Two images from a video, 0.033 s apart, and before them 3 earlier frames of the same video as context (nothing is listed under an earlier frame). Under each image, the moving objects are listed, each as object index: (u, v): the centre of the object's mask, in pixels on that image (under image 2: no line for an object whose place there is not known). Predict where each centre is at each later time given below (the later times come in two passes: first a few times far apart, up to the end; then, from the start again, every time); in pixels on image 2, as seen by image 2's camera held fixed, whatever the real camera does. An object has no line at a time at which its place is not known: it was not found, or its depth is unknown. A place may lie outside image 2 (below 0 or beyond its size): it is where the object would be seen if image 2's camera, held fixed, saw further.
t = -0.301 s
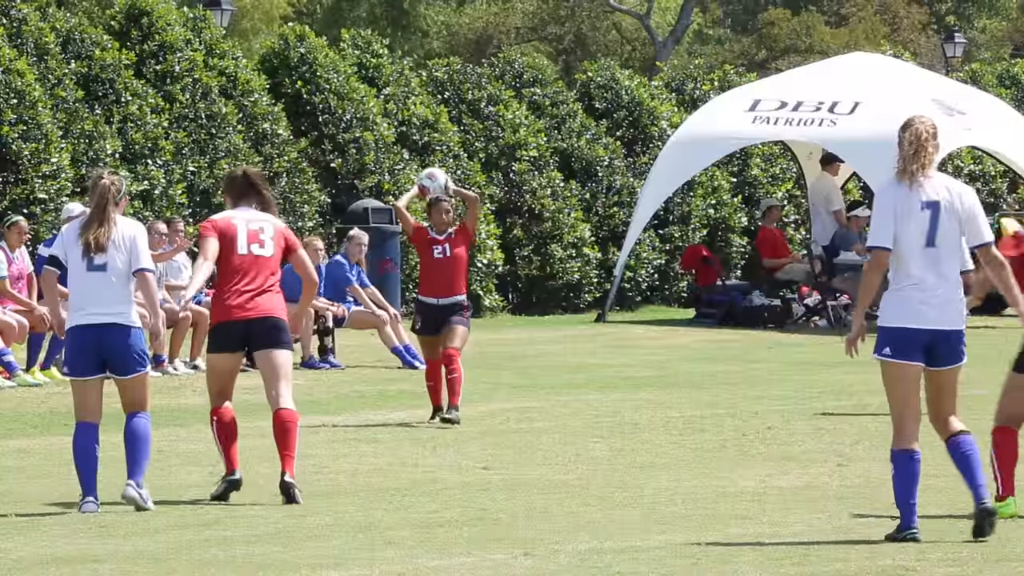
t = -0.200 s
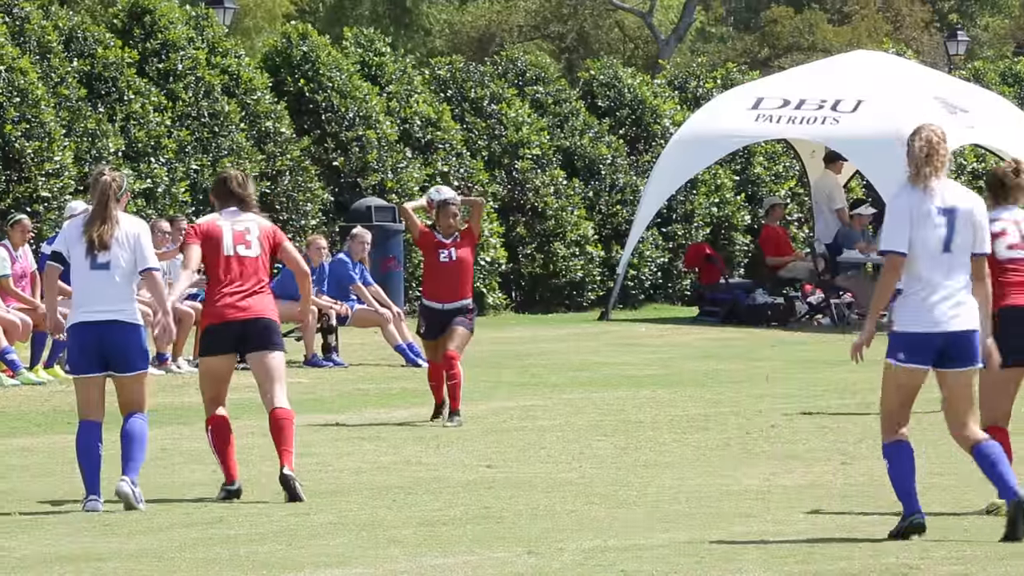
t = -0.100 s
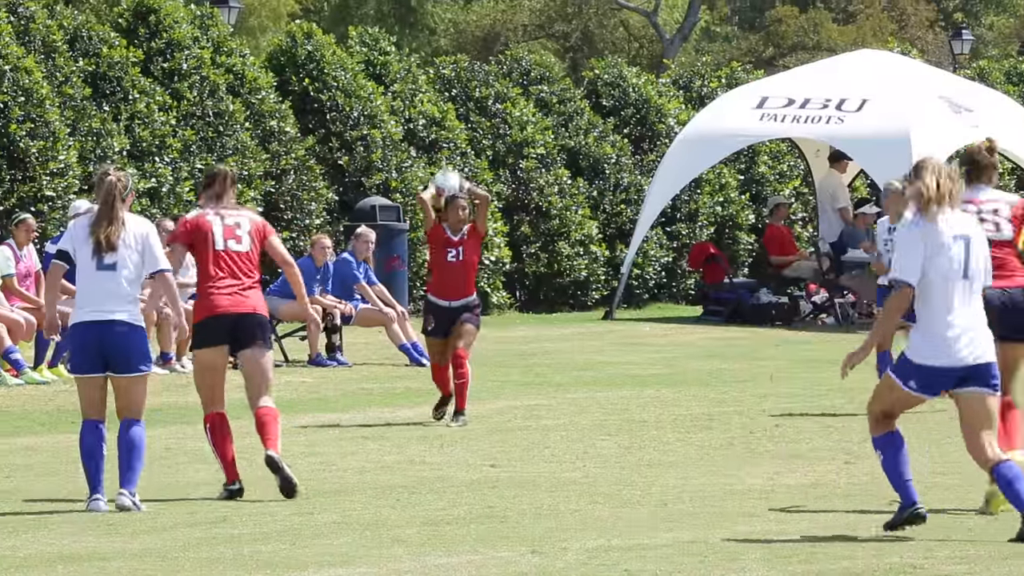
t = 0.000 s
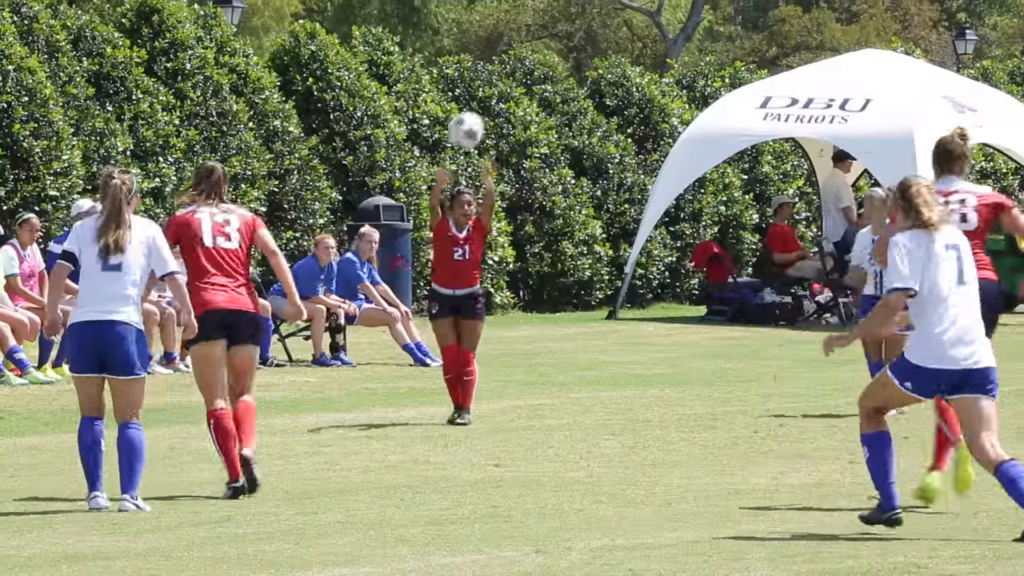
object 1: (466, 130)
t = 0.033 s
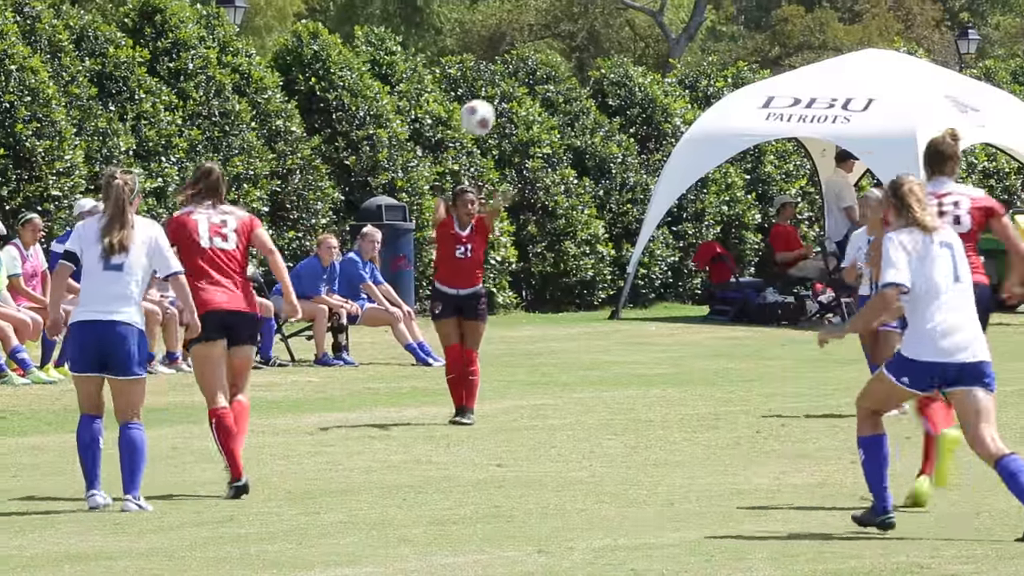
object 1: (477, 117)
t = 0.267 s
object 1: (542, 80)
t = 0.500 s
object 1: (611, 144)
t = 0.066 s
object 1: (486, 107)
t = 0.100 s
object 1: (494, 98)
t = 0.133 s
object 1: (502, 90)
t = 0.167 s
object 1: (512, 84)
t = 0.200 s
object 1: (521, 80)
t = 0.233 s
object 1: (532, 79)
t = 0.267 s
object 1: (542, 80)
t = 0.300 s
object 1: (551, 83)
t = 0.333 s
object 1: (561, 87)
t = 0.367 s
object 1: (571, 94)
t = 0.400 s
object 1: (581, 103)
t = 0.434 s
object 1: (591, 116)
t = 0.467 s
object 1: (602, 128)
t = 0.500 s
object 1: (611, 144)
